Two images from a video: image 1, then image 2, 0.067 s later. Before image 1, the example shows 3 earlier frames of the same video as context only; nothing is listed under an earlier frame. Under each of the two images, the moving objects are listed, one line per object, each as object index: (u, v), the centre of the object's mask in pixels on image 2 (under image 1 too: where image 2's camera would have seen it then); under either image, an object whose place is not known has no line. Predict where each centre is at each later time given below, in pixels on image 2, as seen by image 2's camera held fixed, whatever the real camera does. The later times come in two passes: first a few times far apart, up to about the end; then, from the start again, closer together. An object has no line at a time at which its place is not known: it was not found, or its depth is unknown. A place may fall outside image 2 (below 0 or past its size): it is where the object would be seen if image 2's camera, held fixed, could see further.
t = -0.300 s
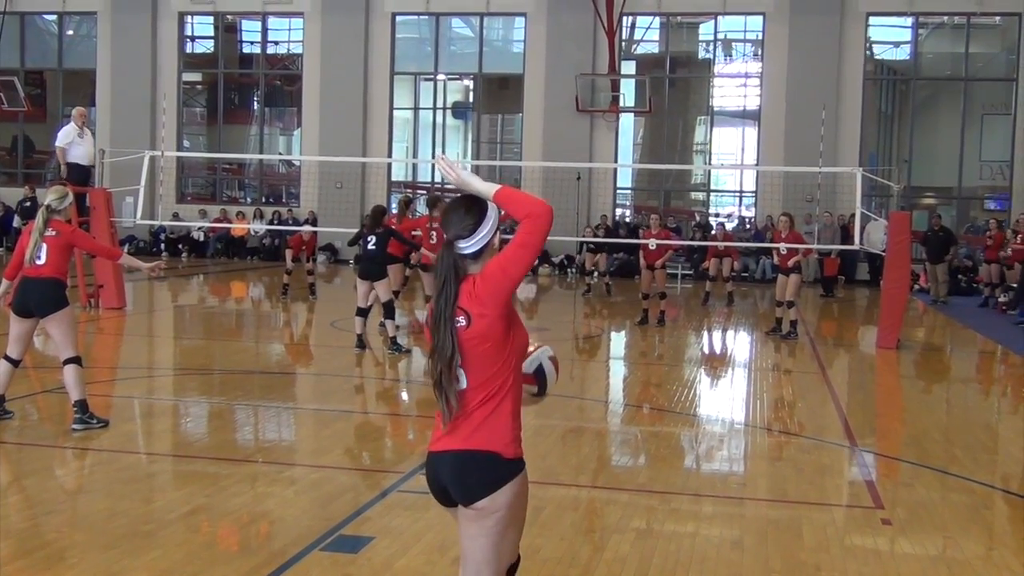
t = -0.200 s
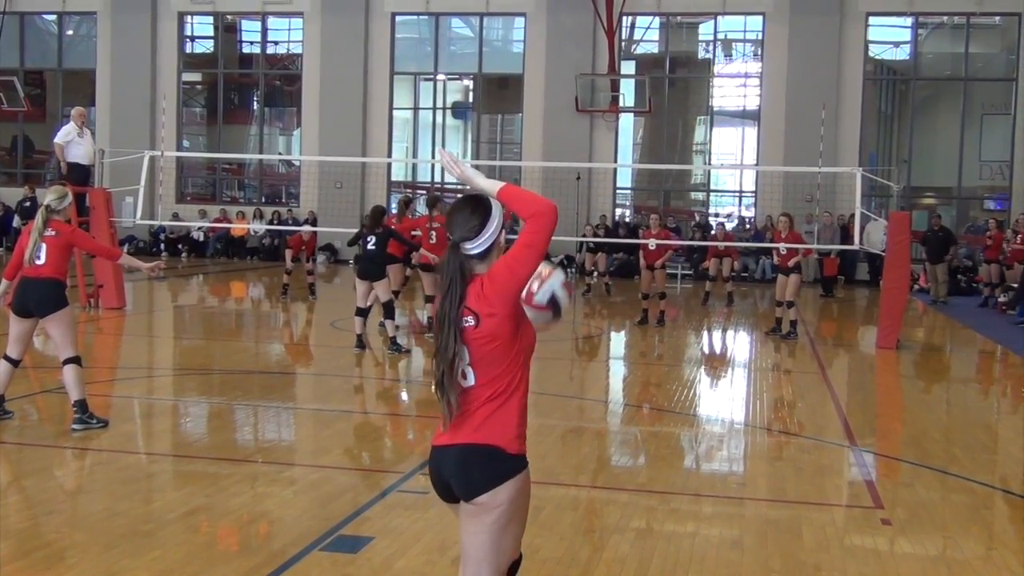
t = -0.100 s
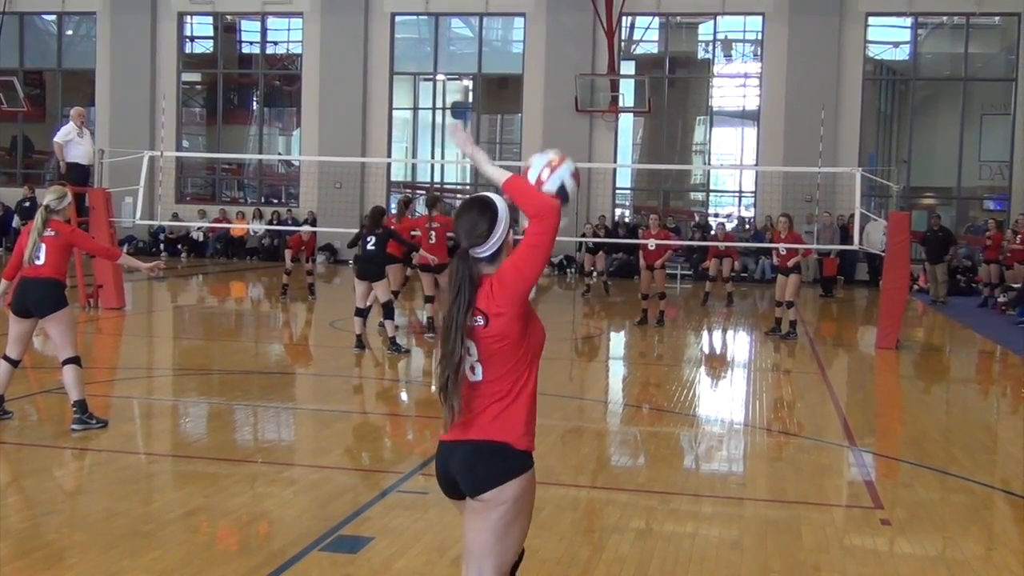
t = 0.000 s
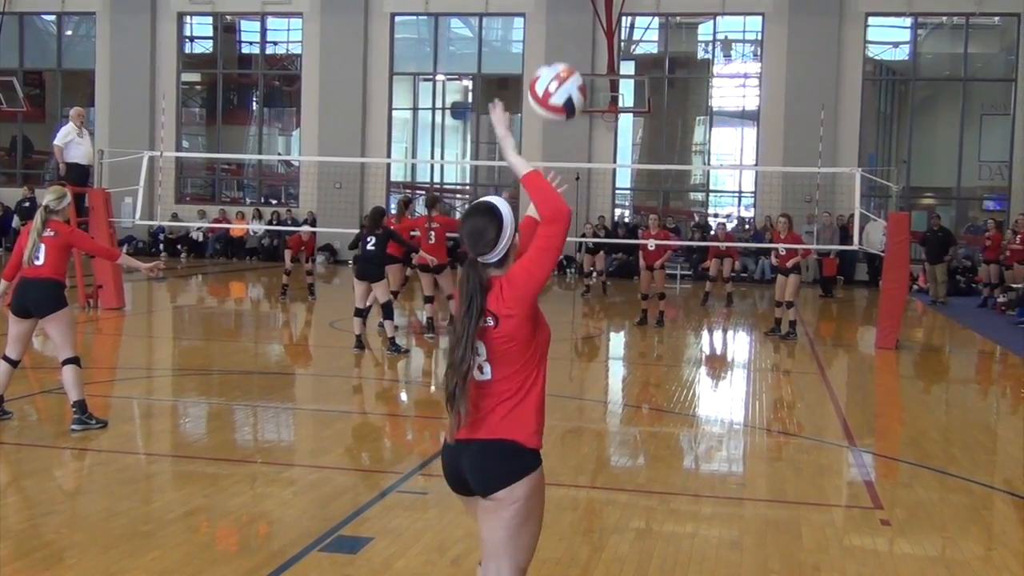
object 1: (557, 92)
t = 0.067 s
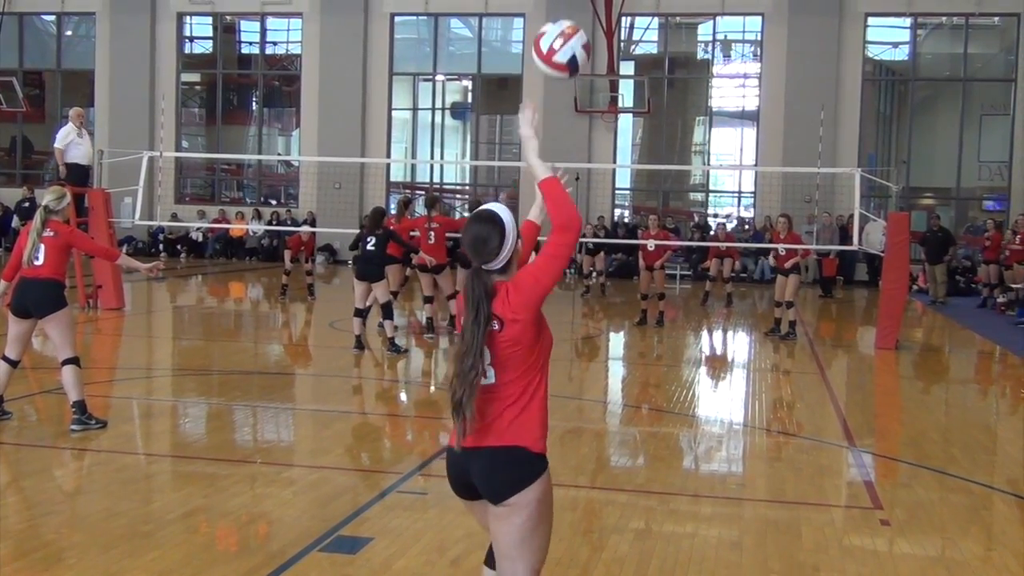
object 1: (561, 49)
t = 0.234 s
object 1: (570, 10)
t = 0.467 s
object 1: (577, 45)
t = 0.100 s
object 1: (563, 32)
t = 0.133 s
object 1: (565, 21)
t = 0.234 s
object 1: (570, 10)
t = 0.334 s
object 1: (573, 11)
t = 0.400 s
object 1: (575, 19)
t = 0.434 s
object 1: (577, 28)
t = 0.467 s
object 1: (577, 45)
